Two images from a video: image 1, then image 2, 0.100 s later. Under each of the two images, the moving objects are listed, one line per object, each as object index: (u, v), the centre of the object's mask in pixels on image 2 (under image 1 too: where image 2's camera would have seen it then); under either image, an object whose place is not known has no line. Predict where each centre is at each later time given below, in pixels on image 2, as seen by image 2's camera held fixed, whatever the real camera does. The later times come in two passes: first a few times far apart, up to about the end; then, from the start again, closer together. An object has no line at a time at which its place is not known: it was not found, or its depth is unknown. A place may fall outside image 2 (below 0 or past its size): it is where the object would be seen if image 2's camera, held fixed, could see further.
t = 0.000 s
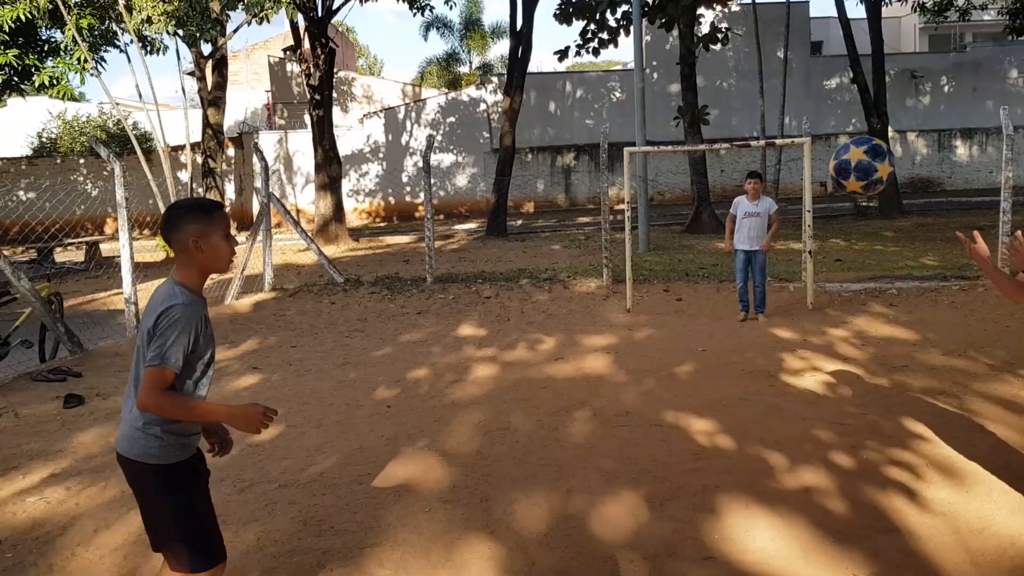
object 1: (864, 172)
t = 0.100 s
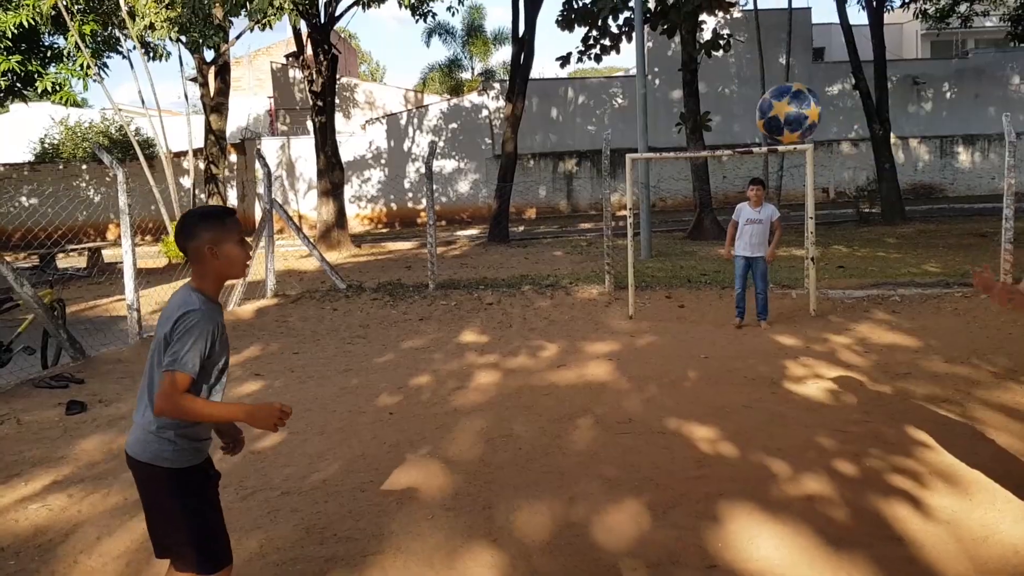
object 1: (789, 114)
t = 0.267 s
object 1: (658, 73)
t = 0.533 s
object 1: (441, 180)
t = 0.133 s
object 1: (763, 100)
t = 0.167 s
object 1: (737, 89)
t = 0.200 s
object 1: (711, 80)
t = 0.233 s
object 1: (685, 75)
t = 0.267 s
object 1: (658, 73)
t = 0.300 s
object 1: (631, 73)
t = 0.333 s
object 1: (605, 78)
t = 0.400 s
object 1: (551, 97)
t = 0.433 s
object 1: (524, 112)
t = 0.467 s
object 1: (496, 131)
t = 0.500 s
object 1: (471, 154)
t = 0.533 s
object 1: (441, 180)
